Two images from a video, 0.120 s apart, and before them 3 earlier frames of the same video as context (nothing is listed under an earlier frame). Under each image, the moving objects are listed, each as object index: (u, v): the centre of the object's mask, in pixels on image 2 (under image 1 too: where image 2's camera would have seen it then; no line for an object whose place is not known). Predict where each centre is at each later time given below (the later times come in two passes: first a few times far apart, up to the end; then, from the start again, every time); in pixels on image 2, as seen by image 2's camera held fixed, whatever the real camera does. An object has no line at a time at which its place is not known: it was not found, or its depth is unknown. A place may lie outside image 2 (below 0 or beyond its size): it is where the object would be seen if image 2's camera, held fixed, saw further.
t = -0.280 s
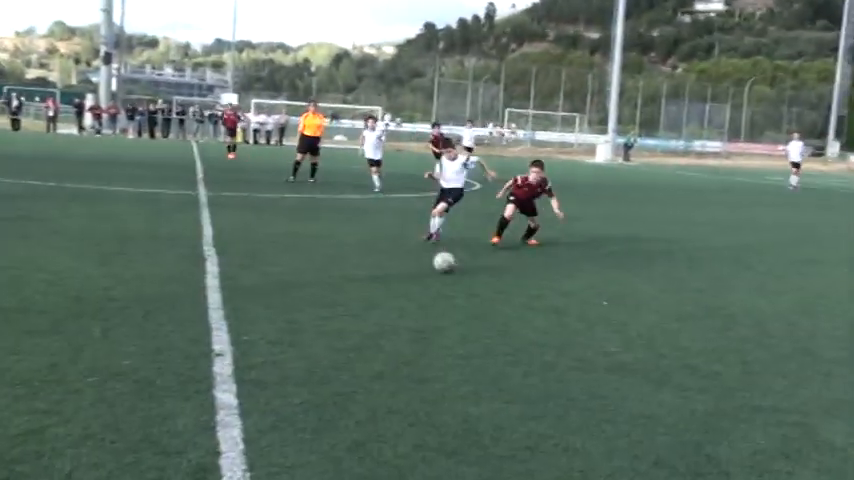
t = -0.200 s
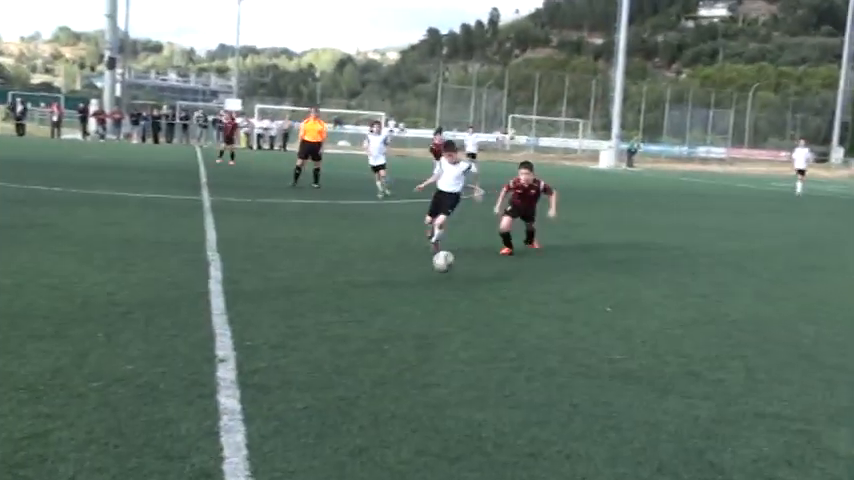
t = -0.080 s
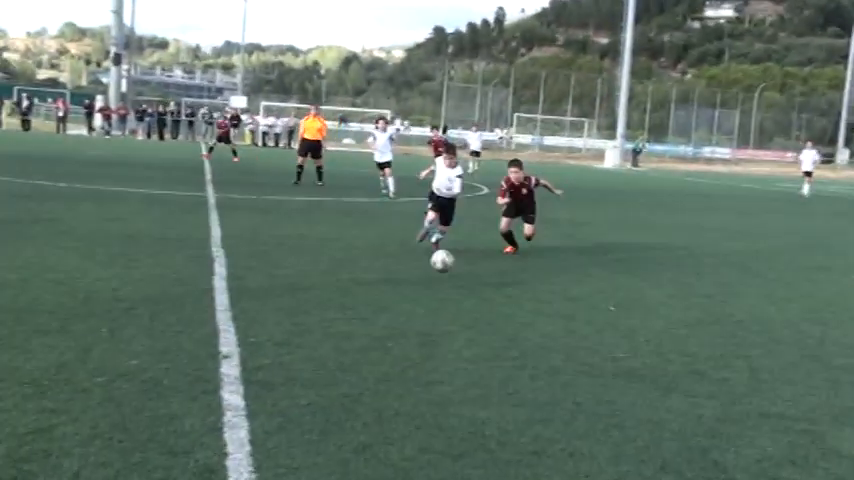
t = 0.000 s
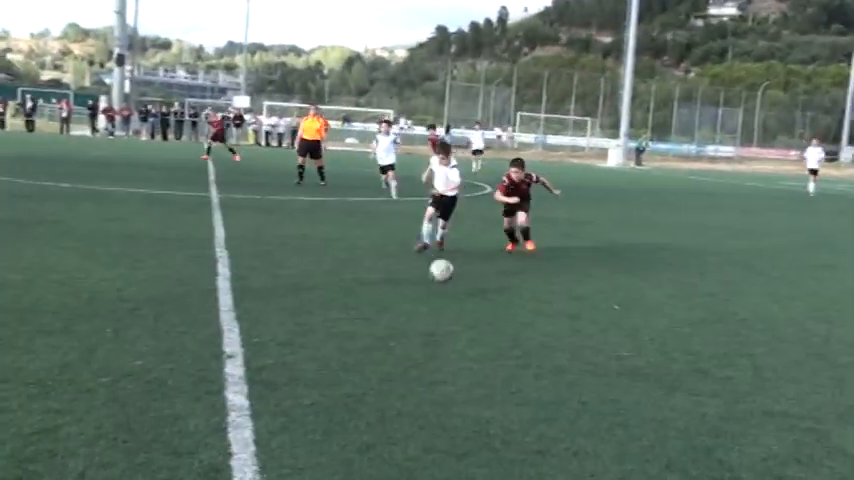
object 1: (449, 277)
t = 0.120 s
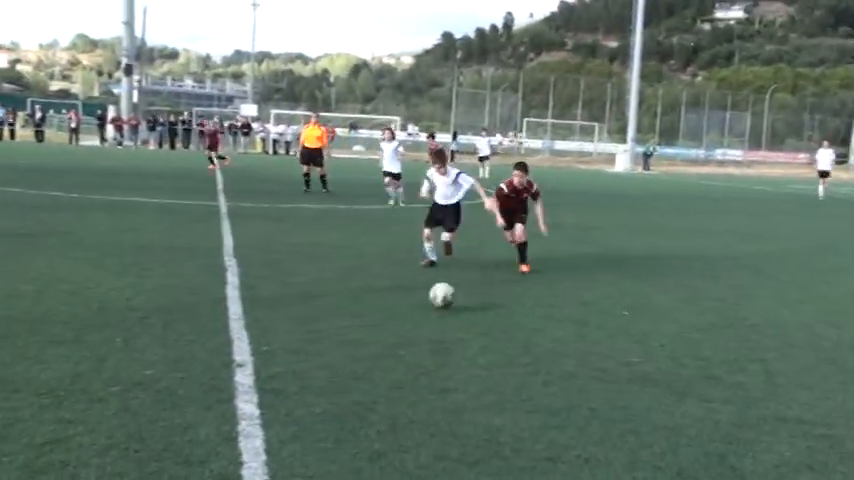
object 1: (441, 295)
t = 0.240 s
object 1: (433, 297)
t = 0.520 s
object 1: (411, 335)
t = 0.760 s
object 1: (391, 367)
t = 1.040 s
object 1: (362, 416)
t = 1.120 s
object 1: (352, 435)
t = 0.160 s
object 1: (439, 294)
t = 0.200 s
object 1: (436, 295)
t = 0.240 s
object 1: (433, 297)
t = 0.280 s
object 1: (430, 302)
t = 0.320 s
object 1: (427, 310)
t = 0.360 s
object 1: (424, 320)
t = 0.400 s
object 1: (420, 319)
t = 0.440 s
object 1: (417, 321)
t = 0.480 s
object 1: (415, 327)
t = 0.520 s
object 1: (411, 335)
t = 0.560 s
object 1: (408, 341)
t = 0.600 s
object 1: (404, 345)
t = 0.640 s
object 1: (401, 351)
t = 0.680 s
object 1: (399, 355)
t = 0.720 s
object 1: (395, 359)
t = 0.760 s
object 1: (391, 367)
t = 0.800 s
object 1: (388, 373)
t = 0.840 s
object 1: (384, 377)
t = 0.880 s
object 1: (379, 381)
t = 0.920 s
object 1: (375, 391)
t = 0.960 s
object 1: (369, 402)
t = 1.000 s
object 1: (366, 407)
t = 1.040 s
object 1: (362, 416)
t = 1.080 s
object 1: (357, 426)
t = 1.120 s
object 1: (352, 435)
